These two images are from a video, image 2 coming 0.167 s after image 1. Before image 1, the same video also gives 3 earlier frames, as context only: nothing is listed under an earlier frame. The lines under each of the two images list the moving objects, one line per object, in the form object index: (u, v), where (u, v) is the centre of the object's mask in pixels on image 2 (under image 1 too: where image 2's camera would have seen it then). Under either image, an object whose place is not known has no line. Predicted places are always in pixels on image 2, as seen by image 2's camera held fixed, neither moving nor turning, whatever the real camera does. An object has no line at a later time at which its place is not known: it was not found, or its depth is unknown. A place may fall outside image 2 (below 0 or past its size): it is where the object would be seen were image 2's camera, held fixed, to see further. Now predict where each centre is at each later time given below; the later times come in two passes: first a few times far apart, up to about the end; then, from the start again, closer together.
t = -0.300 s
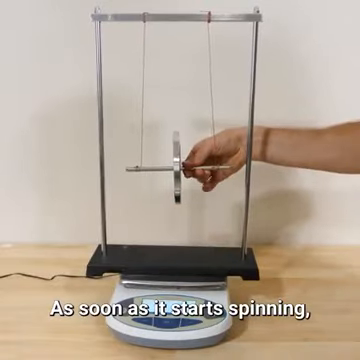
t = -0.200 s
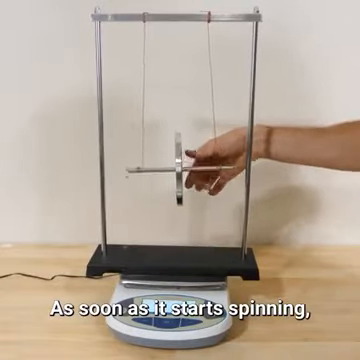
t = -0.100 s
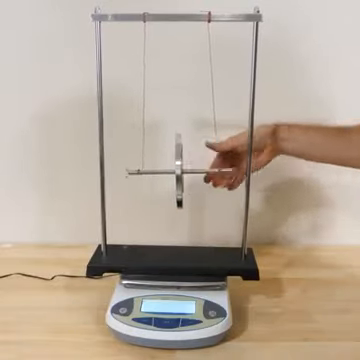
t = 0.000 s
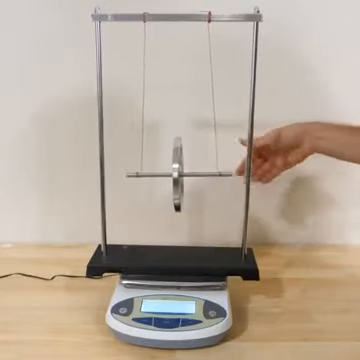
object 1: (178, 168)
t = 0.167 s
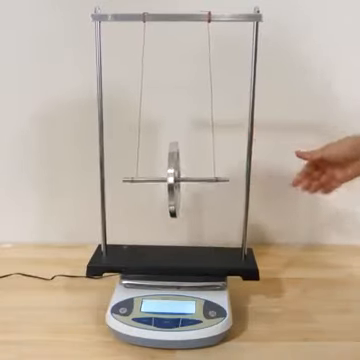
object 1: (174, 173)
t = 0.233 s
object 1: (173, 175)
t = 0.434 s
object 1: (171, 181)
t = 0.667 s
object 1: (175, 187)
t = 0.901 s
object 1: (179, 200)
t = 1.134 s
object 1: (178, 193)
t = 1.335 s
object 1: (174, 184)
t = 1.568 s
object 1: (173, 174)
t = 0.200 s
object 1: (174, 174)
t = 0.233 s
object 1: (173, 175)
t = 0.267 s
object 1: (172, 176)
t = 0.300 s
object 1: (172, 177)
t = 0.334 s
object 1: (172, 178)
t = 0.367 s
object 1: (172, 179)
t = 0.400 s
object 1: (172, 180)
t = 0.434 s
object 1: (171, 181)
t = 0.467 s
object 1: (171, 182)
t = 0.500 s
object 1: (172, 182)
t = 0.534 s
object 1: (173, 183)
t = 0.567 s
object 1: (174, 184)
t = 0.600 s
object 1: (174, 185)
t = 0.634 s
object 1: (174, 186)
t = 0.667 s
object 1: (175, 187)
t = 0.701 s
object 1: (177, 188)
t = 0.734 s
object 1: (177, 190)
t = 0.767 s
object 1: (178, 192)
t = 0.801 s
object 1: (179, 194)
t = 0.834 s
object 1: (179, 196)
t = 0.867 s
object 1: (180, 198)
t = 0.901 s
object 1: (179, 200)
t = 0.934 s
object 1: (179, 201)
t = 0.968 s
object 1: (179, 201)
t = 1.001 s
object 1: (179, 199)
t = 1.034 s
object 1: (180, 198)
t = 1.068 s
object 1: (180, 196)
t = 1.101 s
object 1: (178, 195)
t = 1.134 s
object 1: (178, 193)
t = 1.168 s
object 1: (177, 191)
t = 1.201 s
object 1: (177, 190)
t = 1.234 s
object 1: (176, 189)
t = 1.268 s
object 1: (175, 187)
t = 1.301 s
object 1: (175, 185)
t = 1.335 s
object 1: (174, 184)
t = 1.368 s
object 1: (174, 182)
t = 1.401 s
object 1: (173, 181)
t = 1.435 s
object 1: (173, 179)
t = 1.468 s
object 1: (172, 178)
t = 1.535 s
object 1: (173, 175)
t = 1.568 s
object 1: (173, 174)
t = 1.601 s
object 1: (173, 173)
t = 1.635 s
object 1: (173, 172)
